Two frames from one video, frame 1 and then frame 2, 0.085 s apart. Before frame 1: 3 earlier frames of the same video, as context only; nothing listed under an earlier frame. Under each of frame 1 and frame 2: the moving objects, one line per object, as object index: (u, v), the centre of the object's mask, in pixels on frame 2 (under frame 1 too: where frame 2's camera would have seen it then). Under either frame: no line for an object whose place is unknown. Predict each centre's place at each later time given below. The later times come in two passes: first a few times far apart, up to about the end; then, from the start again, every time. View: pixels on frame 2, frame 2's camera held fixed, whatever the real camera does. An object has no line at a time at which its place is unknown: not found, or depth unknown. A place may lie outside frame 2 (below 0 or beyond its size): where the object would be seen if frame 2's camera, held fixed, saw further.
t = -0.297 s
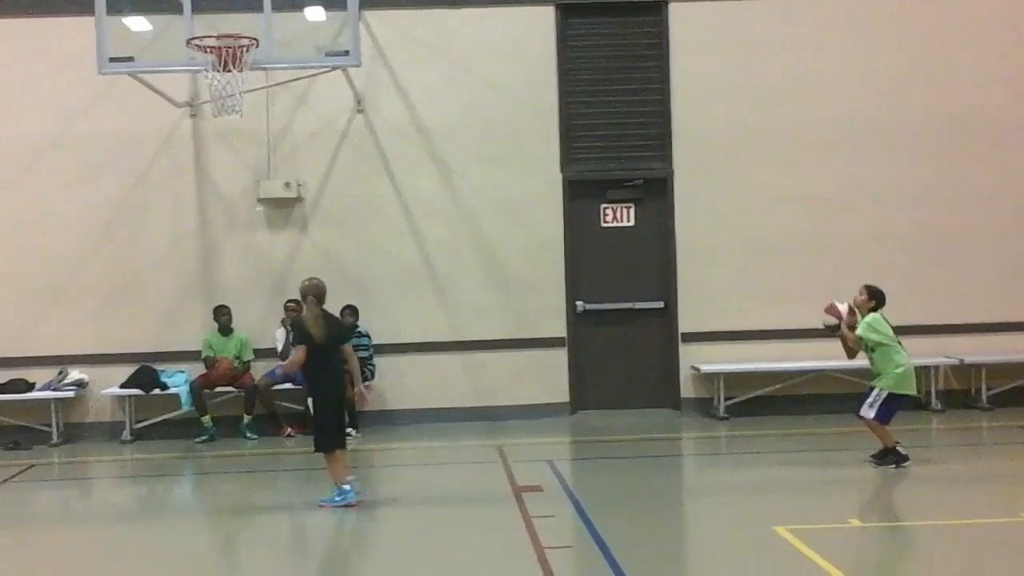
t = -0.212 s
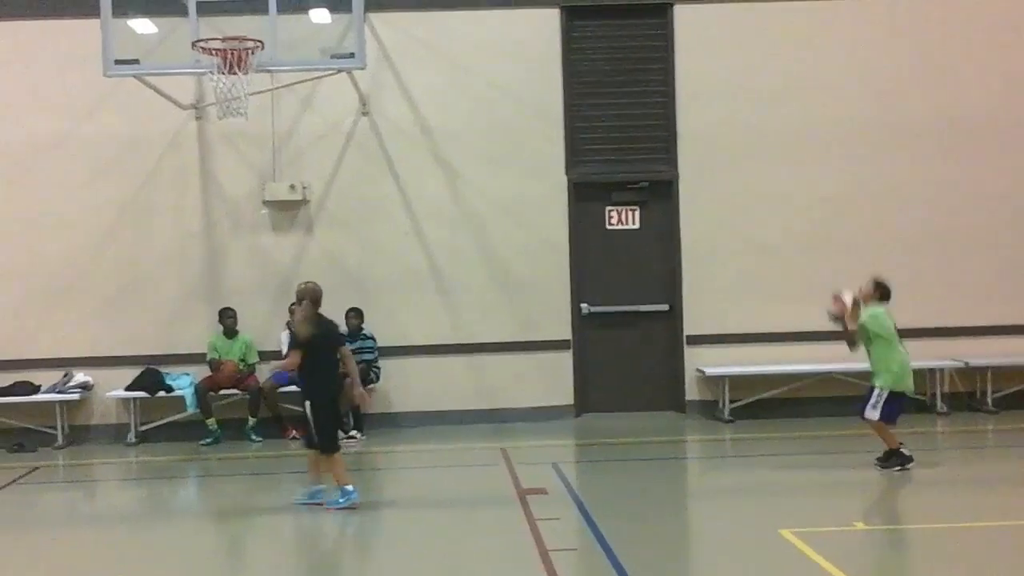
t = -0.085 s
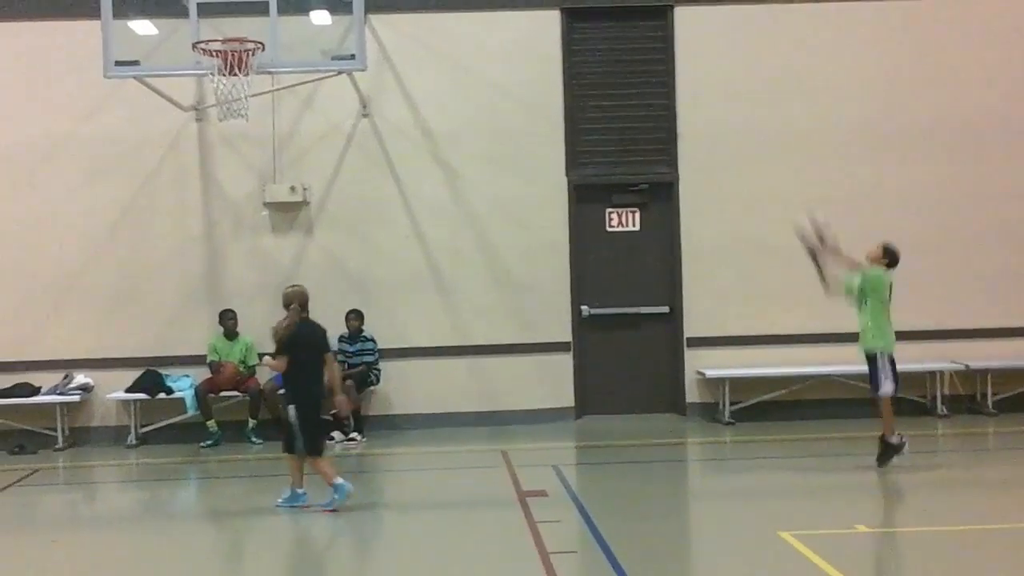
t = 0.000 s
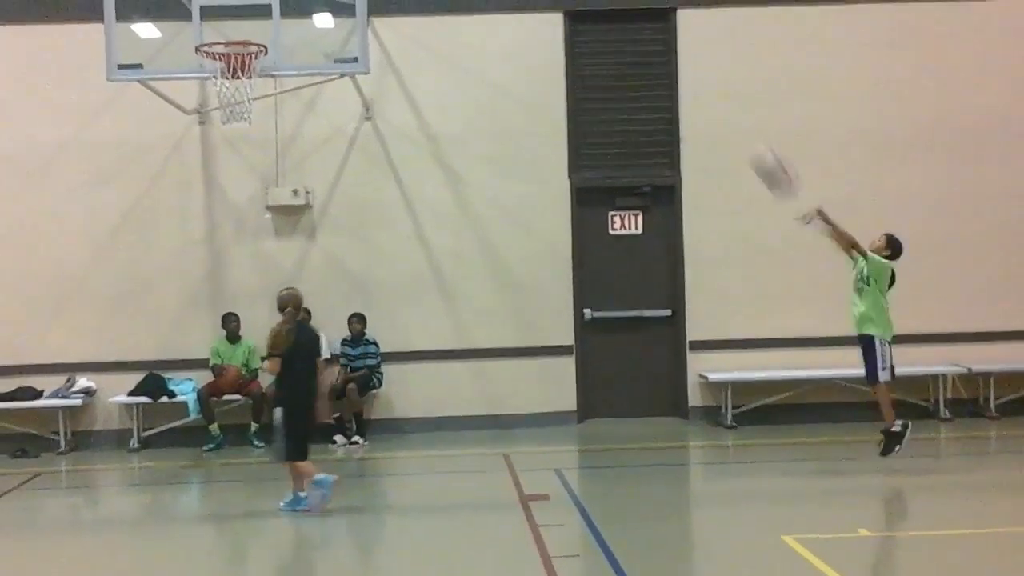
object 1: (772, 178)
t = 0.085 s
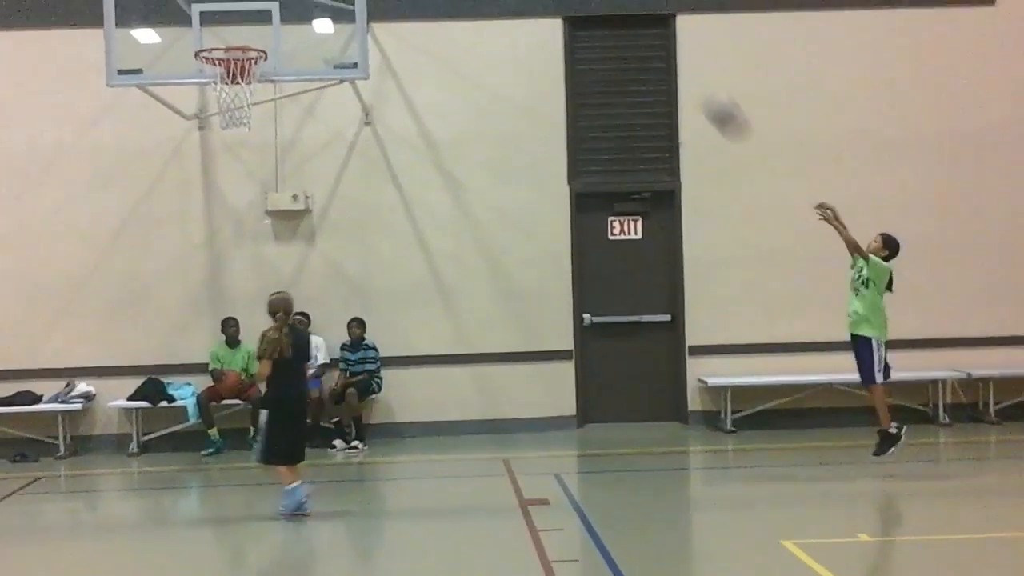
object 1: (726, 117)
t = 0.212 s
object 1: (656, 38)
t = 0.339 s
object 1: (588, -9)
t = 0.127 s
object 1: (703, 90)
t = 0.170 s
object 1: (681, 63)
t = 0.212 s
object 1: (656, 38)
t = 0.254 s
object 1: (631, 16)
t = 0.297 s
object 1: (608, 0)
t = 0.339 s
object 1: (588, -9)
